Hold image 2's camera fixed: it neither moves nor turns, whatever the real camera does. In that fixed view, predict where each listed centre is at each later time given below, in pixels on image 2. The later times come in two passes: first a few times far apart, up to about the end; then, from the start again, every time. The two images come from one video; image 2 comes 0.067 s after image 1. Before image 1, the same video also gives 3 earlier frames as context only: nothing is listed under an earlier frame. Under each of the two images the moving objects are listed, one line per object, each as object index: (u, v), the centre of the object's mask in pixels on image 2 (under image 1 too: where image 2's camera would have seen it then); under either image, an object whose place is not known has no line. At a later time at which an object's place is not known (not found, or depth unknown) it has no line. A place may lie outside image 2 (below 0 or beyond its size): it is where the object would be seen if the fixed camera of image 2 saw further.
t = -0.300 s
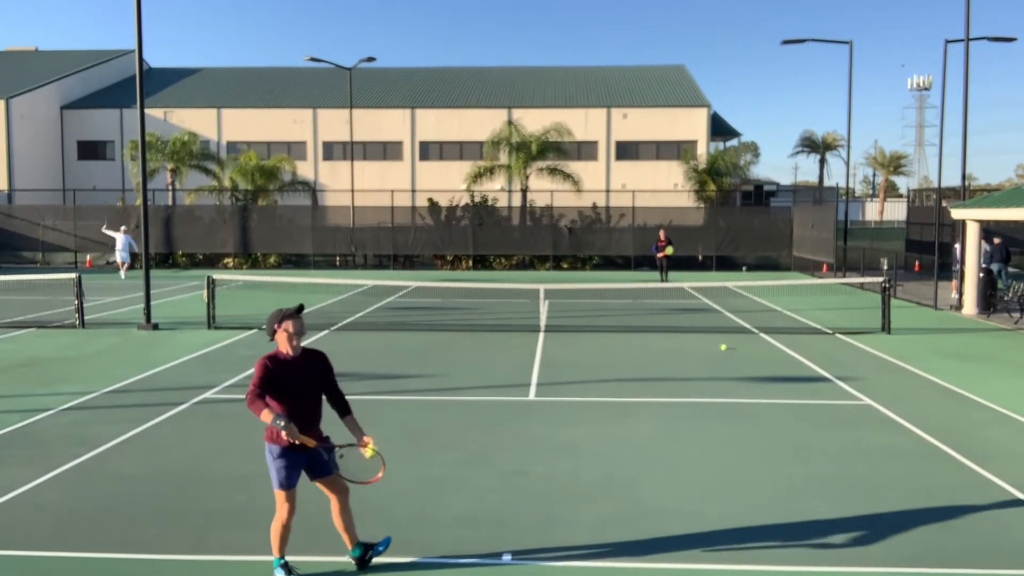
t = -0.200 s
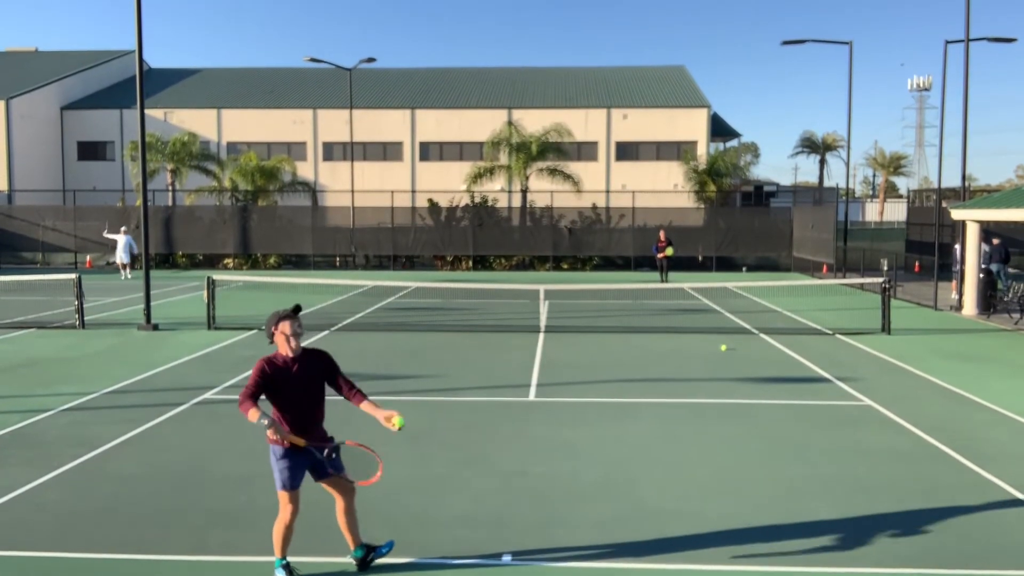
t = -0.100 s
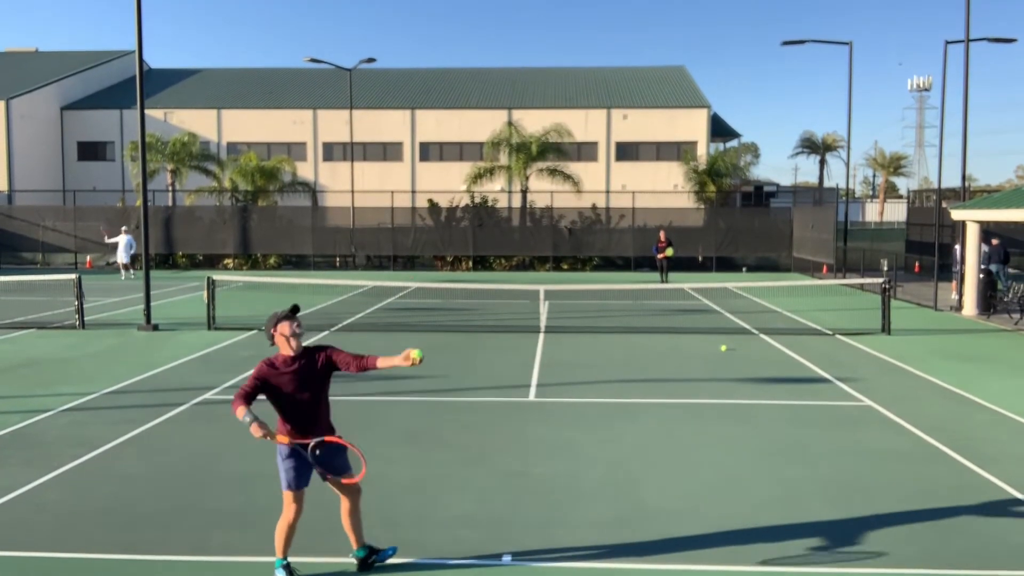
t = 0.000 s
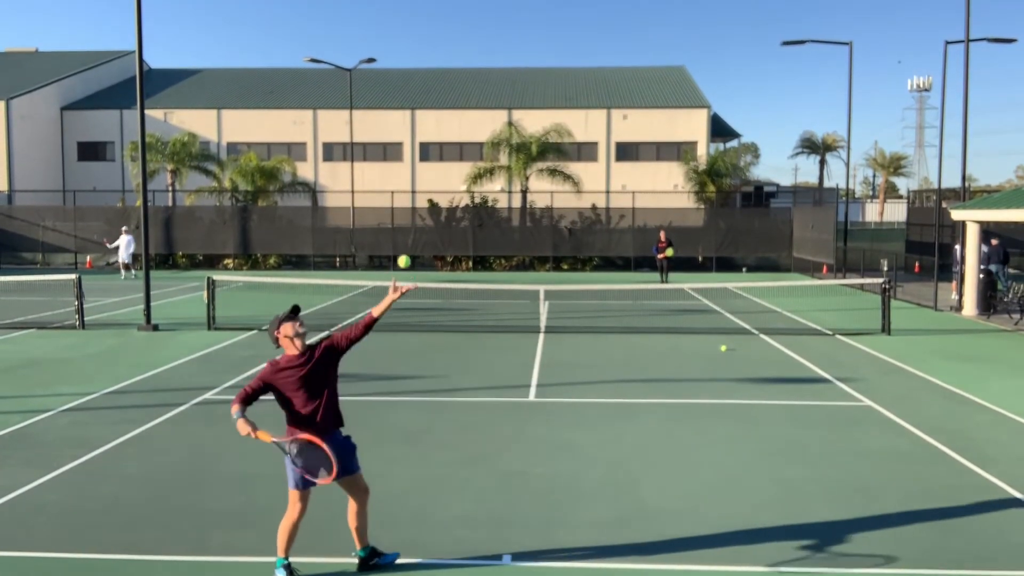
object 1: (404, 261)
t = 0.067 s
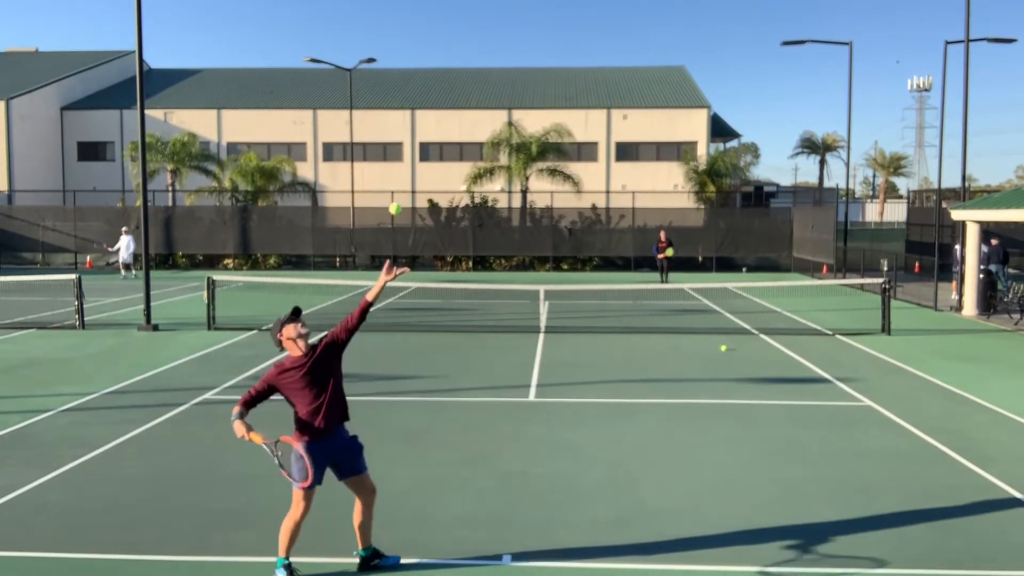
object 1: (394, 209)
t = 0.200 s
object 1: (378, 127)
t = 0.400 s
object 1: (356, 64)
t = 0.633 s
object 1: (335, 74)
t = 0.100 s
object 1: (391, 185)
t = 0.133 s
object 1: (386, 164)
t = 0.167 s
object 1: (382, 145)
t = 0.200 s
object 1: (378, 127)
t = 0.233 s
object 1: (374, 112)
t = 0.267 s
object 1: (371, 98)
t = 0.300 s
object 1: (367, 87)
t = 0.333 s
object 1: (364, 77)
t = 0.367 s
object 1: (360, 70)
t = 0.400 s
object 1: (356, 64)
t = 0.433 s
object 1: (353, 61)
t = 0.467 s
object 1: (350, 58)
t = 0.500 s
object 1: (346, 58)
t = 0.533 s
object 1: (343, 59)
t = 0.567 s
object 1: (340, 62)
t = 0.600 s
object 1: (337, 67)
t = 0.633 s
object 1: (335, 74)
